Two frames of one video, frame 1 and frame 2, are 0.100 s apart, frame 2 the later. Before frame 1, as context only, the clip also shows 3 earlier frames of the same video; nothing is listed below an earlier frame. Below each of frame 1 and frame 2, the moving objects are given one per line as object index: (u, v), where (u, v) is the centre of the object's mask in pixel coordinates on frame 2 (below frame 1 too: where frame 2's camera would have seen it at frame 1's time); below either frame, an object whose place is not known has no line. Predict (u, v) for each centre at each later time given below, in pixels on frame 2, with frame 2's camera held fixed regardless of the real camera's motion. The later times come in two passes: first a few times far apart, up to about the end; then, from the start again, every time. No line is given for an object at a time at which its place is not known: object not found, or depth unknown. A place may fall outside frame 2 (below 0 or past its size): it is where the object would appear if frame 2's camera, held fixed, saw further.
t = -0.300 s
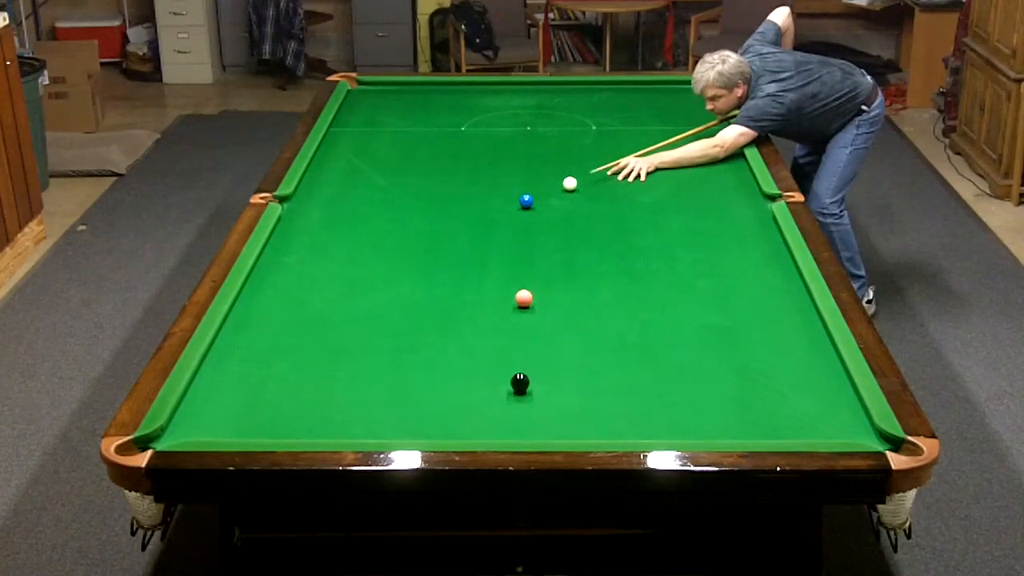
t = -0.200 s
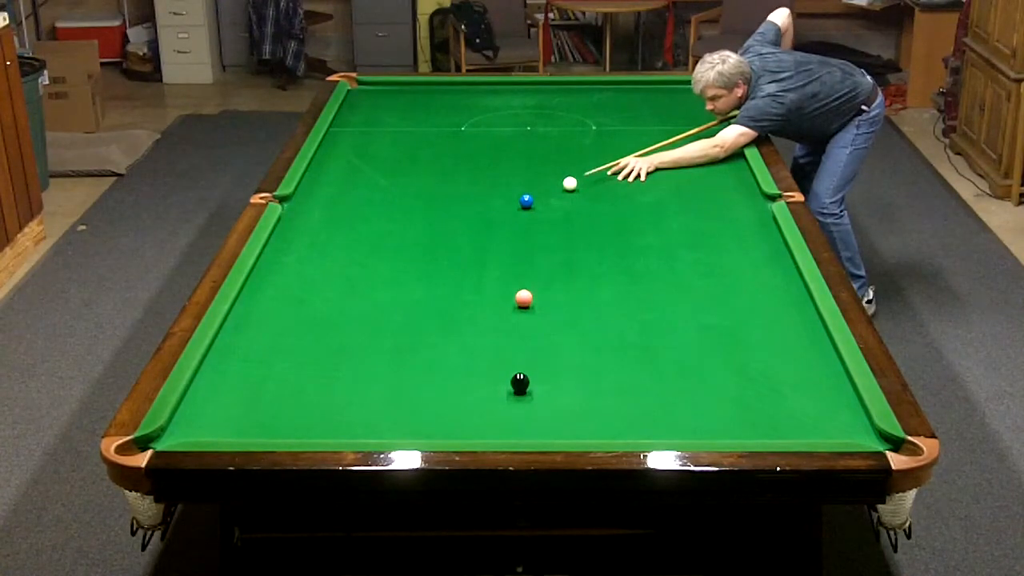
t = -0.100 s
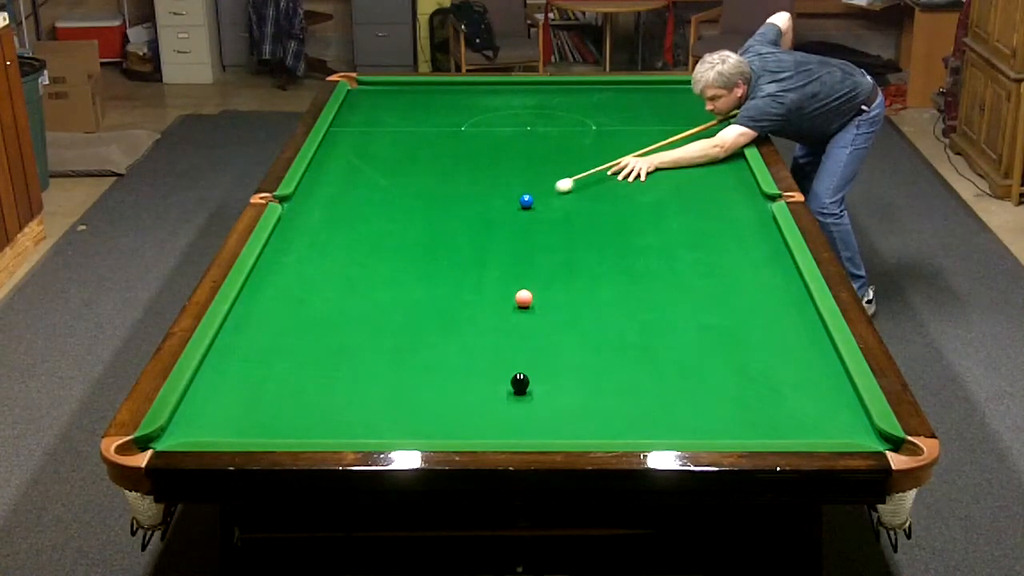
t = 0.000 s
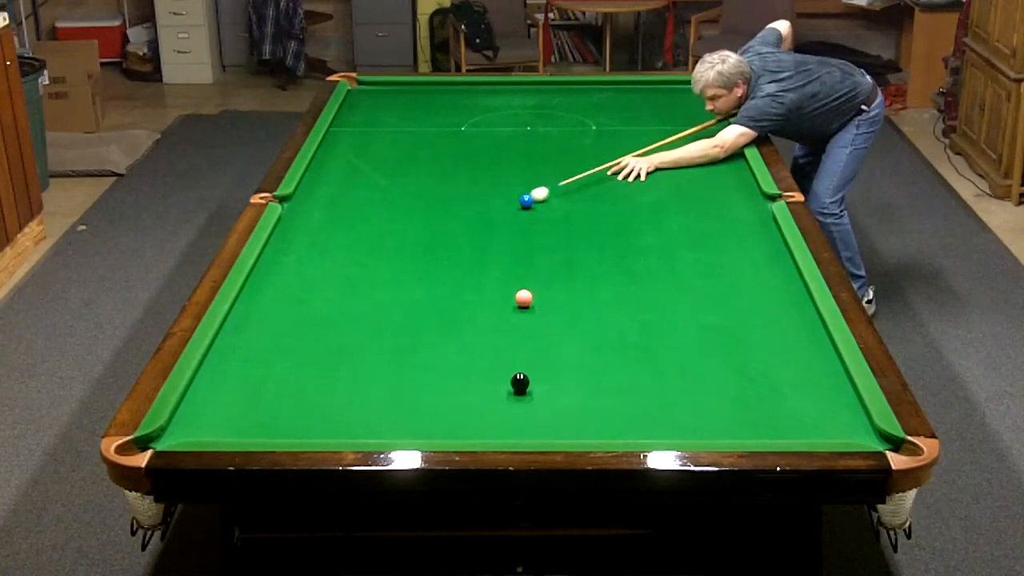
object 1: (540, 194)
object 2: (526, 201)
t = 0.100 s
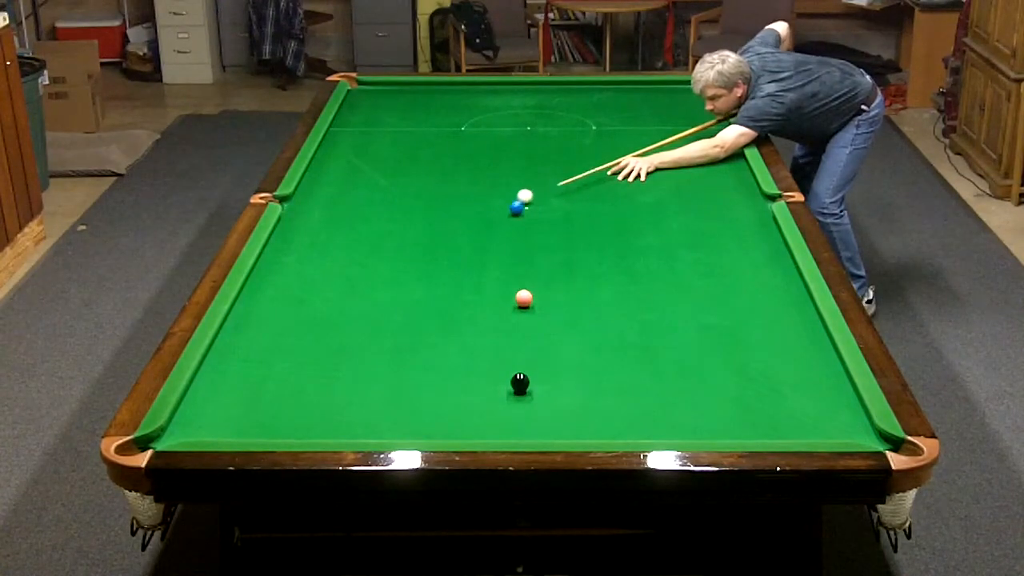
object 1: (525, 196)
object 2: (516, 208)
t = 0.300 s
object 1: (499, 198)
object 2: (493, 223)
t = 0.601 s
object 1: (461, 201)
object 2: (459, 245)
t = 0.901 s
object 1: (424, 203)
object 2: (424, 268)
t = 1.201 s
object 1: (390, 206)
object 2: (386, 292)
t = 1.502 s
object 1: (357, 208)
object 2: (346, 318)
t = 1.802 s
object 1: (326, 211)
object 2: (304, 344)
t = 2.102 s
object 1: (298, 212)
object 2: (260, 372)
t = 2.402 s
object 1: (296, 214)
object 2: (215, 400)
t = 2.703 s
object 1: (310, 215)
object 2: (172, 430)
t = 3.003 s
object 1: (322, 215)
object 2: (158, 438)
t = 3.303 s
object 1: (332, 216)
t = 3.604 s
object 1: (340, 216)
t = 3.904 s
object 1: (345, 216)
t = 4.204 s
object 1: (348, 217)
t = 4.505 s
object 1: (348, 217)
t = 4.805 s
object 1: (348, 217)
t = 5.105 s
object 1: (348, 217)
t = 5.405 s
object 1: (348, 217)
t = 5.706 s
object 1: (348, 217)
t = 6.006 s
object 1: (348, 217)
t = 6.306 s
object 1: (348, 217)
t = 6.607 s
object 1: (348, 217)
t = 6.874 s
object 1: (348, 217)
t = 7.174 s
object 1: (348, 217)
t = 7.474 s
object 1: (348, 217)
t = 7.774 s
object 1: (348, 217)
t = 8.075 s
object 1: (348, 217)
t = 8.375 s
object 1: (348, 217)
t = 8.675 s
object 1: (348, 217)
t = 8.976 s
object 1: (348, 217)
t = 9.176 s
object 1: (348, 217)
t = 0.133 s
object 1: (521, 196)
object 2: (512, 210)
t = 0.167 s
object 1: (516, 196)
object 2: (508, 213)
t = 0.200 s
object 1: (512, 197)
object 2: (504, 215)
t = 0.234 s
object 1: (507, 197)
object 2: (501, 218)
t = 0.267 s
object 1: (503, 198)
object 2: (497, 220)
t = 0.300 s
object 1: (499, 198)
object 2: (493, 223)
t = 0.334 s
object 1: (495, 198)
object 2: (490, 225)
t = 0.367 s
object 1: (490, 198)
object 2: (486, 227)
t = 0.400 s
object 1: (486, 199)
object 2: (482, 230)
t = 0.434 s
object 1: (482, 199)
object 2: (478, 232)
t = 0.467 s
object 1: (477, 200)
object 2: (474, 235)
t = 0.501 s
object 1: (473, 200)
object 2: (471, 237)
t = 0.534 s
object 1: (469, 200)
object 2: (467, 239)
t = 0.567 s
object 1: (465, 200)
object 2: (463, 242)
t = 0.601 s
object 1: (461, 201)
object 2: (459, 245)
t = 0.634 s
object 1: (457, 201)
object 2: (455, 247)
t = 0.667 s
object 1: (453, 201)
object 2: (452, 250)
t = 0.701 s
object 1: (449, 202)
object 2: (448, 252)
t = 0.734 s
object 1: (444, 202)
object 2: (443, 255)
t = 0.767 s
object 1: (440, 202)
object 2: (439, 258)
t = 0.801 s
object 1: (436, 203)
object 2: (436, 260)
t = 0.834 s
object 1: (432, 203)
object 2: (432, 263)
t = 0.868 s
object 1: (429, 203)
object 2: (427, 265)
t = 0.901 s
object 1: (424, 203)
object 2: (424, 268)
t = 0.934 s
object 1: (420, 204)
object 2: (419, 270)
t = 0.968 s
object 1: (417, 204)
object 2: (415, 273)
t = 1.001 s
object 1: (413, 204)
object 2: (411, 276)
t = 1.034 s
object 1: (409, 204)
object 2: (407, 278)
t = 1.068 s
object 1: (405, 205)
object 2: (403, 281)
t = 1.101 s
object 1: (401, 205)
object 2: (398, 284)
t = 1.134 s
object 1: (398, 206)
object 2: (394, 287)
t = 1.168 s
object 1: (394, 206)
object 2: (390, 290)
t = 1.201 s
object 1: (390, 206)
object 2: (386, 292)
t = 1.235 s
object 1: (386, 206)
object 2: (381, 295)
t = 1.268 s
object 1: (382, 207)
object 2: (377, 298)
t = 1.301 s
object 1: (379, 207)
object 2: (372, 301)
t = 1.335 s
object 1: (375, 207)
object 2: (368, 303)
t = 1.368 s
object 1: (371, 207)
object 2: (363, 306)
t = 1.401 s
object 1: (368, 208)
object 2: (359, 309)
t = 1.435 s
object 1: (364, 208)
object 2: (354, 312)
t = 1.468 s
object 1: (361, 208)
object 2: (350, 315)
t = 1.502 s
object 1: (357, 208)
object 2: (346, 318)
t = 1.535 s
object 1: (354, 208)
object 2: (341, 321)
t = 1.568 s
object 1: (350, 209)
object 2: (336, 323)
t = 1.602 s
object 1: (347, 209)
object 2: (332, 327)
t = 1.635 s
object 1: (343, 209)
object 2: (327, 329)
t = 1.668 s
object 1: (340, 210)
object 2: (322, 332)
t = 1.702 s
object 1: (337, 210)
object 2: (318, 335)
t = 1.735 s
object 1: (333, 210)
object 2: (313, 338)
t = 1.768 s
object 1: (330, 210)
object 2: (309, 341)
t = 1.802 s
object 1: (326, 211)
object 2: (304, 344)
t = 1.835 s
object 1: (323, 211)
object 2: (299, 347)
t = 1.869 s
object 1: (320, 211)
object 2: (294, 350)
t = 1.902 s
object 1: (317, 211)
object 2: (290, 353)
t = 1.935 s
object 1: (314, 212)
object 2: (285, 356)
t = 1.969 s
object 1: (311, 212)
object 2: (280, 359)
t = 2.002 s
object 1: (307, 212)
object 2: (275, 362)
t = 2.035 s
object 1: (304, 212)
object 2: (270, 366)
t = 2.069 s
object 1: (301, 212)
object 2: (265, 369)
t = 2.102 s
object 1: (298, 212)
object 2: (260, 372)
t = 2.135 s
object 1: (295, 213)
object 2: (255, 375)
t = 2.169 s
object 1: (292, 213)
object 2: (250, 378)
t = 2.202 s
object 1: (290, 213)
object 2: (245, 381)
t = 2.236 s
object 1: (288, 213)
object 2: (240, 384)
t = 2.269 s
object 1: (290, 213)
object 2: (235, 387)
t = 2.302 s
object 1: (291, 213)
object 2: (230, 391)
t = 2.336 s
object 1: (293, 213)
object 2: (225, 394)
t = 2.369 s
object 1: (295, 214)
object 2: (220, 397)
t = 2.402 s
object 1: (296, 214)
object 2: (215, 400)
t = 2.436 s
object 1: (298, 214)
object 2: (209, 404)
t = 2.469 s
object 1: (300, 214)
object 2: (204, 407)
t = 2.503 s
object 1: (301, 214)
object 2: (199, 410)
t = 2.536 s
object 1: (303, 214)
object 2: (194, 413)
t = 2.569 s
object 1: (304, 214)
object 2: (189, 417)
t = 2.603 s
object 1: (306, 214)
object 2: (183, 420)
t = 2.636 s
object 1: (307, 214)
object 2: (178, 423)
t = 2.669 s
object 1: (309, 215)
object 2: (174, 427)
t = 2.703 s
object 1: (310, 215)
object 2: (172, 430)
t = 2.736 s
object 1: (312, 215)
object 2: (170, 432)
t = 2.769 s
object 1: (313, 215)
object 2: (169, 434)
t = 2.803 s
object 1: (315, 215)
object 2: (169, 436)
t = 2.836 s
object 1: (316, 215)
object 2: (167, 438)
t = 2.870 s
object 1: (317, 215)
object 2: (165, 439)
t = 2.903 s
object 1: (318, 215)
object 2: (163, 439)
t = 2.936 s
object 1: (320, 215)
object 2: (162, 439)
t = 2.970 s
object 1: (321, 215)
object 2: (160, 439)
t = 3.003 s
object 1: (322, 215)
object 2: (158, 438)
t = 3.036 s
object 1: (324, 215)
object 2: (155, 439)
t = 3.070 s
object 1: (325, 215)
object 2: (155, 439)
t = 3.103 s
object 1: (326, 216)
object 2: (154, 441)
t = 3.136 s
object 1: (327, 216)
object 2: (152, 443)
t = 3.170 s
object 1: (328, 216)
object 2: (150, 447)
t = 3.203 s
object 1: (329, 216)
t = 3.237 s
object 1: (330, 216)
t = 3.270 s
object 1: (331, 216)
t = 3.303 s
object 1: (332, 216)
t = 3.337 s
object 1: (333, 216)
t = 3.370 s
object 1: (334, 216)
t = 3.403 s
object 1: (335, 216)
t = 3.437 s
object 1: (336, 216)
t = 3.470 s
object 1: (337, 216)
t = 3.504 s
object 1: (338, 216)
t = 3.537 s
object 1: (338, 216)
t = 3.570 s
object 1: (339, 216)
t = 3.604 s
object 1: (340, 216)
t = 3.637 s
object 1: (340, 216)
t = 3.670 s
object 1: (341, 216)
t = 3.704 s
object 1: (342, 216)
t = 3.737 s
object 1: (342, 216)
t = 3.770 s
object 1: (343, 216)
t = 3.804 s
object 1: (344, 216)
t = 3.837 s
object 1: (344, 216)
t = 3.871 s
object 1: (345, 216)
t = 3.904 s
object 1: (345, 216)
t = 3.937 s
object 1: (345, 216)
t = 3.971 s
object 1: (346, 216)
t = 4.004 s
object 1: (346, 216)
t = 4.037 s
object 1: (346, 216)
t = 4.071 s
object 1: (347, 216)
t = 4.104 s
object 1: (347, 217)
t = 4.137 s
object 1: (347, 217)
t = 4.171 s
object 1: (348, 217)
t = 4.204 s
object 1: (348, 217)
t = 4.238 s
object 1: (348, 217)
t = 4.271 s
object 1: (348, 217)
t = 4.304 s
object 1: (348, 217)
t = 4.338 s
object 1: (348, 217)
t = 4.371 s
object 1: (349, 217)
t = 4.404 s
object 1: (349, 217)
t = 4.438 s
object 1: (349, 217)
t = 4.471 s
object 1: (348, 217)
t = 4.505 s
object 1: (348, 217)
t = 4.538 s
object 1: (348, 217)
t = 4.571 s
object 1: (348, 217)
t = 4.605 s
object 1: (348, 217)
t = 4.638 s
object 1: (348, 217)
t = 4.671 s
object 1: (348, 217)
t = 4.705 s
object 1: (348, 217)
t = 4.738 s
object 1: (348, 217)
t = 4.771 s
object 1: (348, 217)
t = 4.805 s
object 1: (348, 217)
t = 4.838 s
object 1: (348, 217)
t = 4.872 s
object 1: (348, 217)
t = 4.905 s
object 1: (348, 217)
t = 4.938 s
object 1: (348, 217)
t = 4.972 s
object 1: (348, 217)
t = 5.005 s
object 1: (348, 217)
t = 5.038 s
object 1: (348, 217)
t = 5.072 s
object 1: (348, 217)
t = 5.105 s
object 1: (348, 217)
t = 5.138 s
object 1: (348, 217)
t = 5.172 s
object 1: (348, 217)
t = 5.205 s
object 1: (348, 217)
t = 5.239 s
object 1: (348, 217)
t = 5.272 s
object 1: (348, 217)
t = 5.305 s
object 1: (348, 217)
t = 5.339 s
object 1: (348, 217)
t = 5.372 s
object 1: (348, 217)
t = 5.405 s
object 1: (348, 217)
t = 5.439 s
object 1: (348, 217)
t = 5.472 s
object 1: (348, 217)
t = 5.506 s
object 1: (348, 217)
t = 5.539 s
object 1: (348, 217)
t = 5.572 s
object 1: (348, 217)
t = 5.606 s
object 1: (348, 217)
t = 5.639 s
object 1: (348, 217)
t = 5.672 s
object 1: (348, 217)
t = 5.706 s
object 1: (348, 217)
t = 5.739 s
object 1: (348, 217)
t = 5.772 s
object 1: (348, 217)
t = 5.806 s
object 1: (348, 217)
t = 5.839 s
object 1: (348, 217)
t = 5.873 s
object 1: (348, 217)
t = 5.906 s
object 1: (348, 217)
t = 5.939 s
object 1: (348, 217)
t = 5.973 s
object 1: (348, 217)
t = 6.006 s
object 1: (348, 217)
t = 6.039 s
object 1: (348, 217)
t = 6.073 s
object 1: (348, 217)
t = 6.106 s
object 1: (348, 217)
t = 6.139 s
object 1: (348, 217)
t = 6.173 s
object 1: (348, 217)
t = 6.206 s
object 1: (348, 217)
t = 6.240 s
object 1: (348, 217)
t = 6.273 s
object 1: (348, 217)
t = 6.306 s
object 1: (348, 217)
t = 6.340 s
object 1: (348, 217)
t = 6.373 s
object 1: (348, 217)
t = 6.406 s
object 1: (348, 217)
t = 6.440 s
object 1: (348, 217)
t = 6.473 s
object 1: (348, 217)
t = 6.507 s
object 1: (348, 217)
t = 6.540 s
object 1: (348, 217)
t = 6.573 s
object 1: (348, 217)
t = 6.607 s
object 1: (348, 217)
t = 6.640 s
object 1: (348, 217)
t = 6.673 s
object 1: (348, 217)
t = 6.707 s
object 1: (348, 217)
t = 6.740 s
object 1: (348, 217)
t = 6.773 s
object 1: (348, 217)
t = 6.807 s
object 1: (348, 217)
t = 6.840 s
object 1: (348, 217)
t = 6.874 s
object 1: (348, 217)
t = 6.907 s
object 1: (348, 217)
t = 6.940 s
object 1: (348, 217)
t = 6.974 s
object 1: (348, 217)
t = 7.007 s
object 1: (348, 217)
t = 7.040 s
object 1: (348, 217)
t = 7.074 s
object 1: (348, 217)
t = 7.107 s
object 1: (348, 217)
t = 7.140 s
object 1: (348, 217)
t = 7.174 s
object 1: (348, 217)
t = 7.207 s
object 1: (348, 217)
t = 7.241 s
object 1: (348, 217)
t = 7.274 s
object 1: (348, 217)
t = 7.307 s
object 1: (348, 217)
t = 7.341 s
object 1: (348, 217)
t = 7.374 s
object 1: (348, 217)
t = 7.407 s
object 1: (348, 217)
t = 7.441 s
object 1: (348, 217)
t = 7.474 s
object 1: (348, 217)
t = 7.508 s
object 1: (348, 217)
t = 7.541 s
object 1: (348, 217)
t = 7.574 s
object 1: (348, 217)
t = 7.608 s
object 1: (348, 217)
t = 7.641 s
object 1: (348, 217)
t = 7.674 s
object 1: (348, 217)
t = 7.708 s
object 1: (348, 217)
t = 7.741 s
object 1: (348, 217)
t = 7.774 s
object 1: (348, 217)
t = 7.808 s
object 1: (348, 217)
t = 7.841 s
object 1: (348, 217)
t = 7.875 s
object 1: (348, 217)
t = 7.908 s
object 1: (348, 217)
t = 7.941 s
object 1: (348, 217)
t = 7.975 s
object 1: (348, 217)
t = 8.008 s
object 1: (348, 217)
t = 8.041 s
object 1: (348, 217)
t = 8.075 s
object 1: (348, 217)
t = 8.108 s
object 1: (348, 217)
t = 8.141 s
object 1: (348, 217)
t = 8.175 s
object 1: (348, 217)
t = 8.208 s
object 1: (348, 217)
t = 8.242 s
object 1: (348, 217)
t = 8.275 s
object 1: (348, 217)
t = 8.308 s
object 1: (348, 217)
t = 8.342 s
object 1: (348, 217)
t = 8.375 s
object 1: (348, 217)
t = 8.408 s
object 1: (348, 217)
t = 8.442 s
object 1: (348, 217)
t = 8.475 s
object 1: (348, 217)
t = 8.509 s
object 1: (348, 217)
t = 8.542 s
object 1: (348, 217)
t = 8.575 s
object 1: (348, 217)
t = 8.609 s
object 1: (348, 217)
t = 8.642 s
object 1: (348, 217)
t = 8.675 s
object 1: (348, 217)
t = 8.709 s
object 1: (348, 217)
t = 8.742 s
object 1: (348, 217)
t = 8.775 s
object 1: (348, 217)
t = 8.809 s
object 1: (348, 217)
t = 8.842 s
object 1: (348, 217)
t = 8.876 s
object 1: (348, 217)
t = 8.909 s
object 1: (348, 217)
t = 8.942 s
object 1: (348, 217)
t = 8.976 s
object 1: (348, 217)
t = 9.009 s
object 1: (348, 217)
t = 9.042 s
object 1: (348, 217)
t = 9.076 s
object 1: (348, 217)
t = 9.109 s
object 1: (348, 217)
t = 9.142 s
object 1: (348, 217)
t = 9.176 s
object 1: (348, 217)
